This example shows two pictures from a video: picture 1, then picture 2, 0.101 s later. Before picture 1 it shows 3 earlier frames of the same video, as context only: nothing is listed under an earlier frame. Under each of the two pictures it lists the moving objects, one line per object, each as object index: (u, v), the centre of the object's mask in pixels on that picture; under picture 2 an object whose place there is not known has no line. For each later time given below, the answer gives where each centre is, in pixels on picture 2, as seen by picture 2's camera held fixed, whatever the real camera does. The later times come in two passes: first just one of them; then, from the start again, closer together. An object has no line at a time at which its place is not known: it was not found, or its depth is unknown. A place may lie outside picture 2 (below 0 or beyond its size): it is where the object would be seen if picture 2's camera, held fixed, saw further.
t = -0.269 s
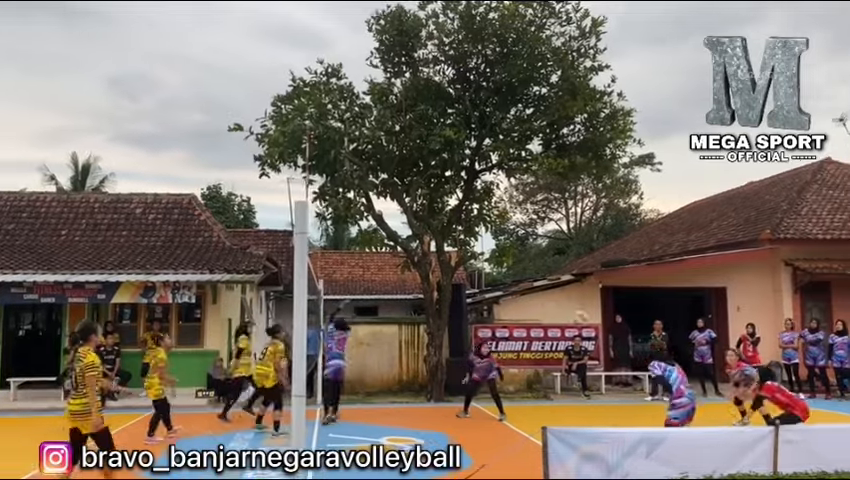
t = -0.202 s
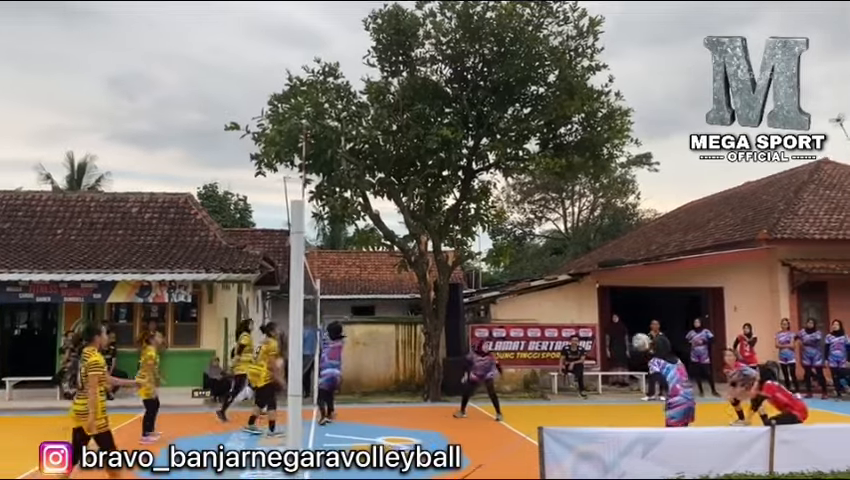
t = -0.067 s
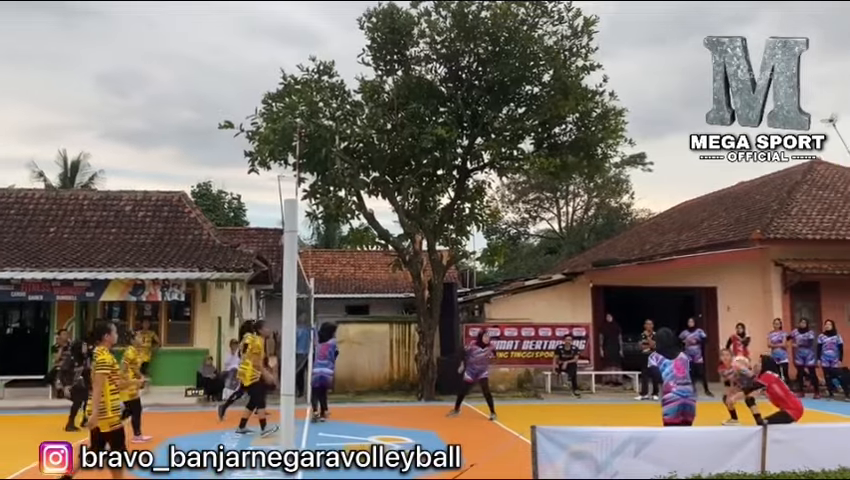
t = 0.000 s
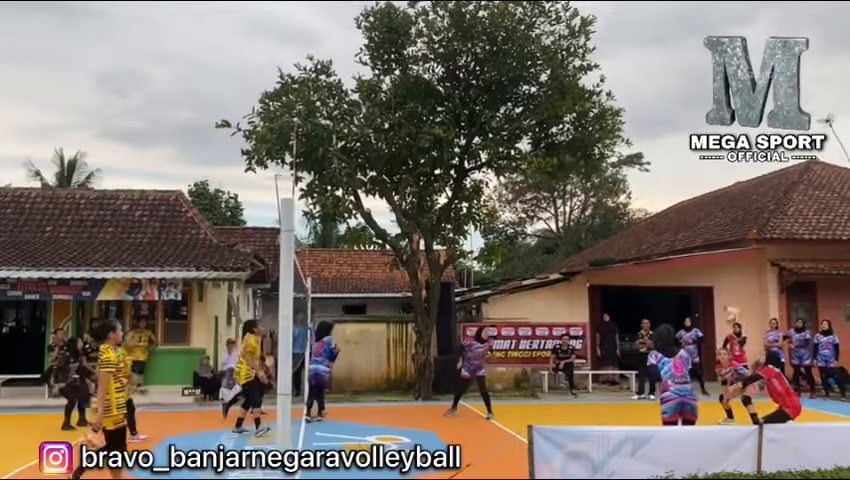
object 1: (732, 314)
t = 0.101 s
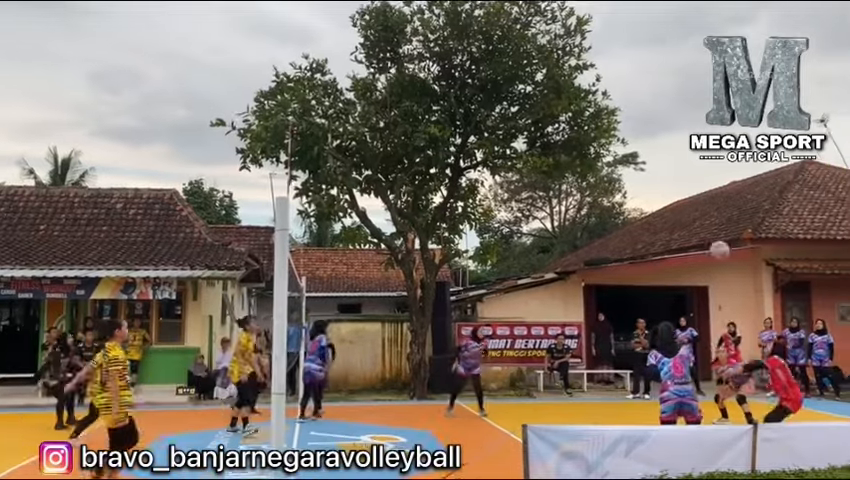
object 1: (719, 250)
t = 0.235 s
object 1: (712, 175)
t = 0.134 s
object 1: (717, 230)
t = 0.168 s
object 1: (715, 211)
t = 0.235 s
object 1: (712, 175)
